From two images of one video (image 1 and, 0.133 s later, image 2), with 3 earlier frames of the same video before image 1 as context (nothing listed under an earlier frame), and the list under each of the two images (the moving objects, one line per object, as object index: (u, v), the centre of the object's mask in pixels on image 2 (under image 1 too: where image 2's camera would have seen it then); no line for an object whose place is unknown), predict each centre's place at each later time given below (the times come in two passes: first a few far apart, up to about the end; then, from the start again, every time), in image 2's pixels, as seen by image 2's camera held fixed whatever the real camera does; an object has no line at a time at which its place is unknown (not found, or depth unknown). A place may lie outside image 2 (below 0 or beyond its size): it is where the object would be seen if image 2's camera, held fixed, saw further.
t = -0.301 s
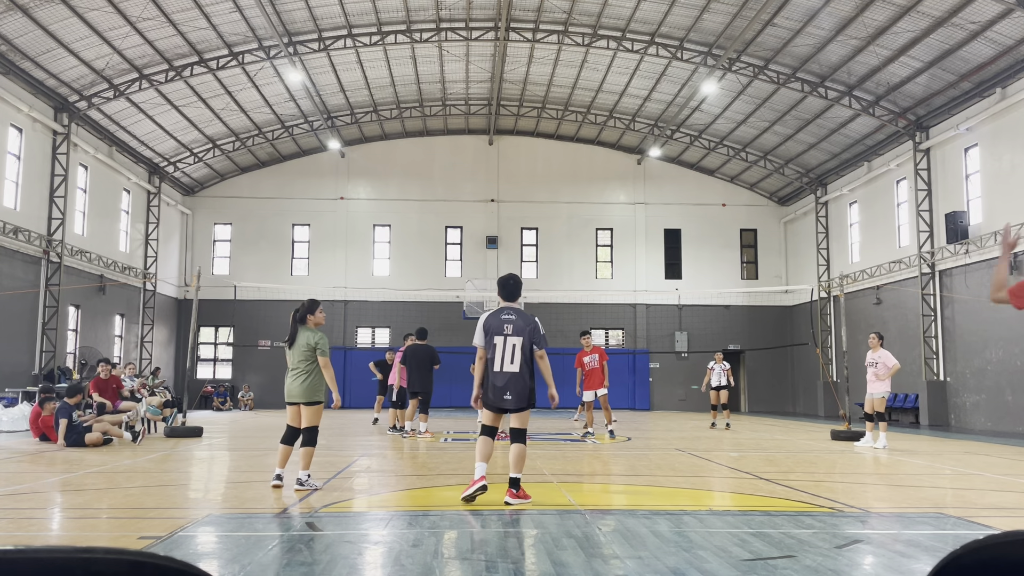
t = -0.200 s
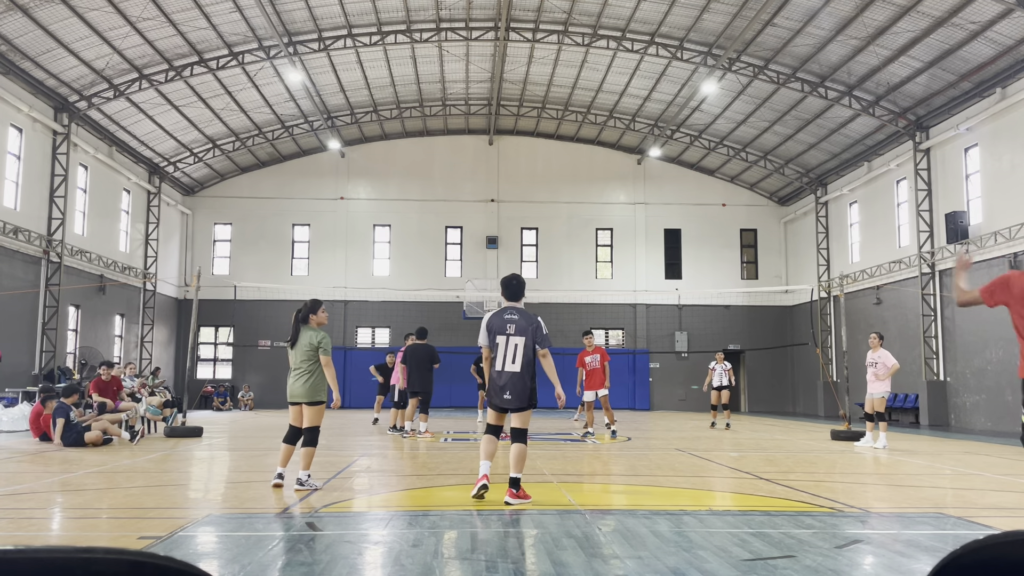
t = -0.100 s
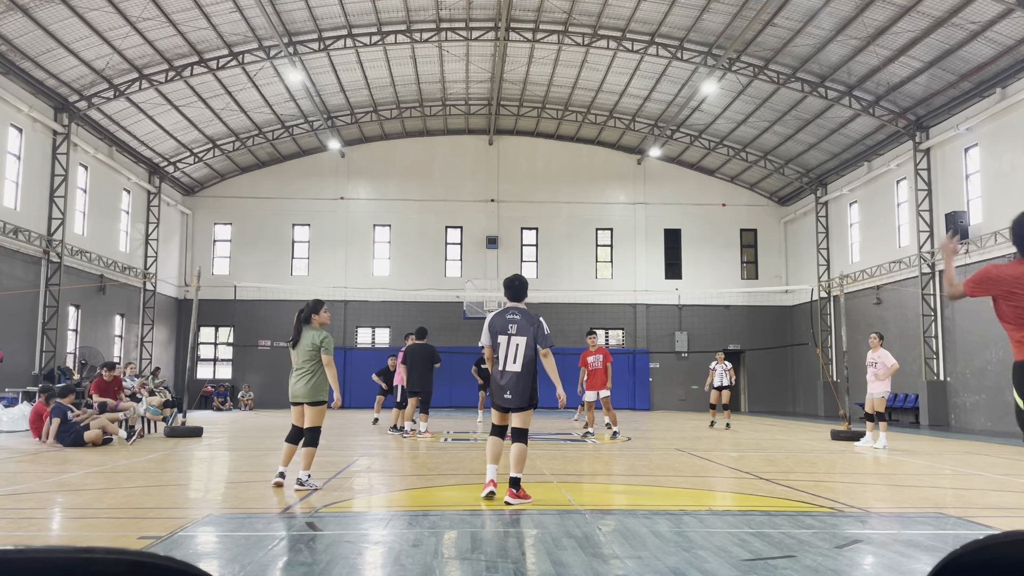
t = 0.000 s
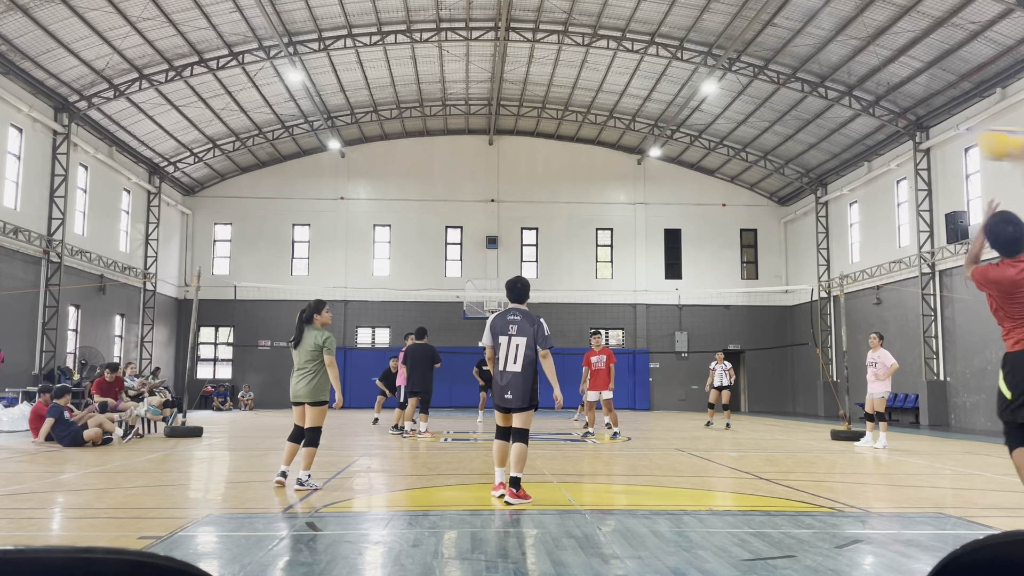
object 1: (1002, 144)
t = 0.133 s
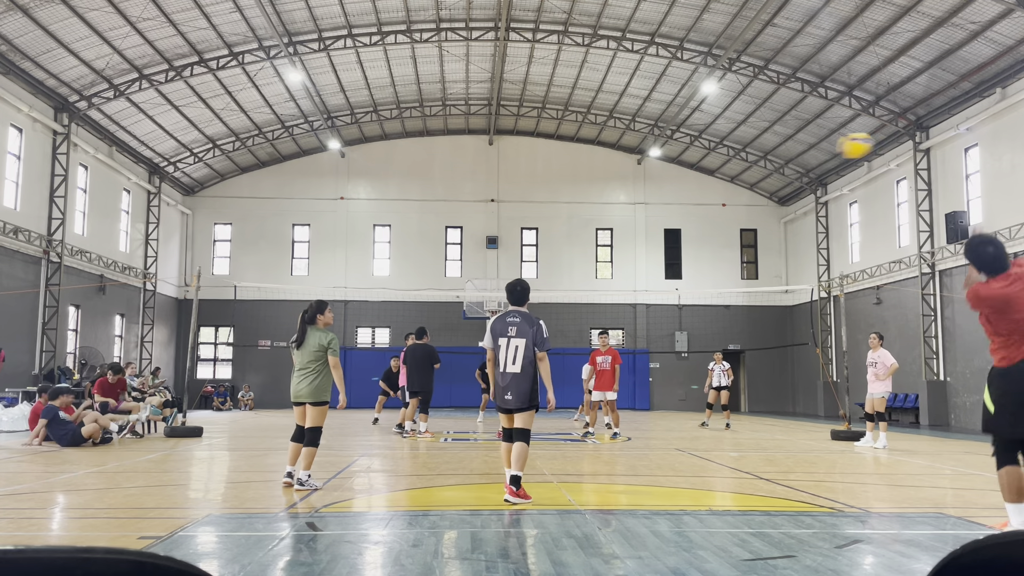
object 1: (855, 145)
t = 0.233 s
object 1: (790, 157)
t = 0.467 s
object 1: (701, 202)
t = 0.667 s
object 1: (659, 247)
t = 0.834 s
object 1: (631, 287)
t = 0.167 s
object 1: (830, 148)
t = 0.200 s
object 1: (809, 152)
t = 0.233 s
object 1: (790, 157)
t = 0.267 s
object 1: (773, 162)
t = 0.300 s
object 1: (757, 169)
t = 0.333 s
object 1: (743, 175)
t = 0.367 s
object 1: (731, 182)
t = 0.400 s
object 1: (720, 189)
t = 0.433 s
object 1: (710, 196)
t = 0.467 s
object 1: (701, 202)
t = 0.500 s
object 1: (693, 209)
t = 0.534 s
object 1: (685, 216)
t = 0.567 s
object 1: (678, 225)
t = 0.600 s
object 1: (671, 233)
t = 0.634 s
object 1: (665, 239)
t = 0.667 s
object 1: (659, 247)
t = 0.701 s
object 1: (653, 255)
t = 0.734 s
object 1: (647, 263)
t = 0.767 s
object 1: (641, 271)
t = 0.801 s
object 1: (636, 279)
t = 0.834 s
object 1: (631, 287)
